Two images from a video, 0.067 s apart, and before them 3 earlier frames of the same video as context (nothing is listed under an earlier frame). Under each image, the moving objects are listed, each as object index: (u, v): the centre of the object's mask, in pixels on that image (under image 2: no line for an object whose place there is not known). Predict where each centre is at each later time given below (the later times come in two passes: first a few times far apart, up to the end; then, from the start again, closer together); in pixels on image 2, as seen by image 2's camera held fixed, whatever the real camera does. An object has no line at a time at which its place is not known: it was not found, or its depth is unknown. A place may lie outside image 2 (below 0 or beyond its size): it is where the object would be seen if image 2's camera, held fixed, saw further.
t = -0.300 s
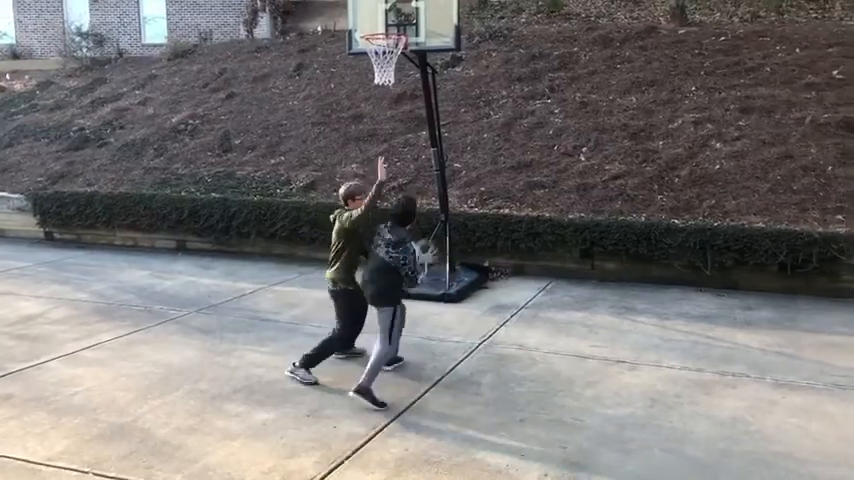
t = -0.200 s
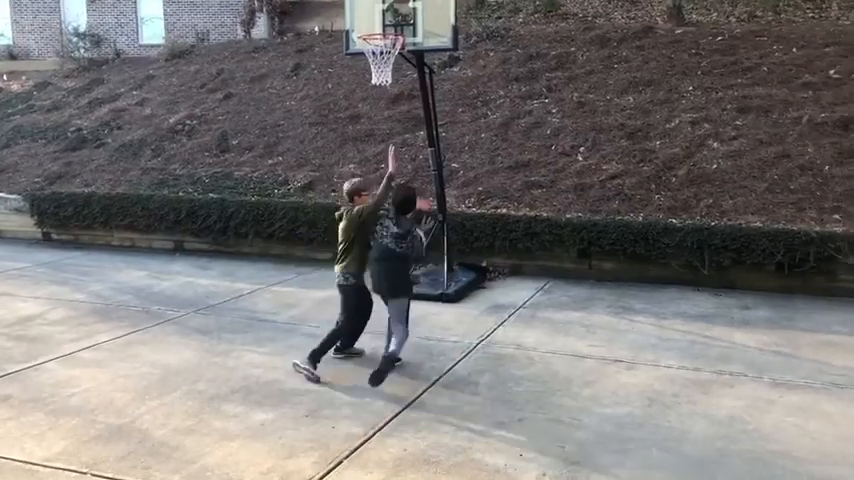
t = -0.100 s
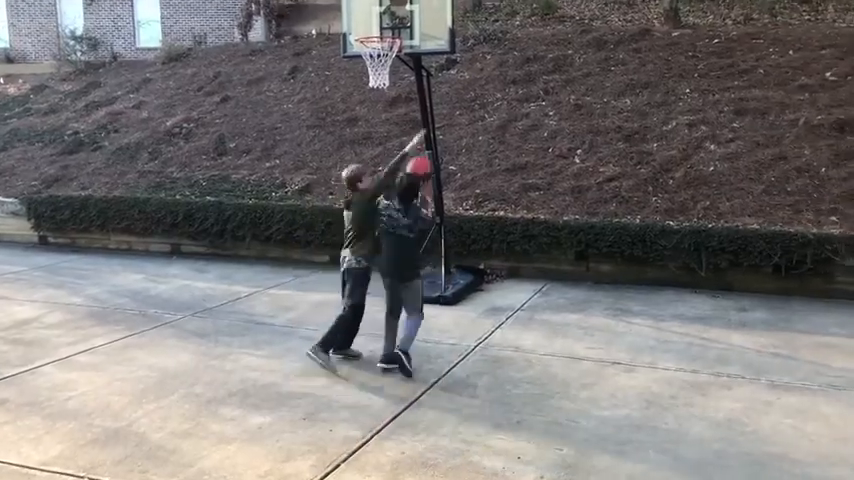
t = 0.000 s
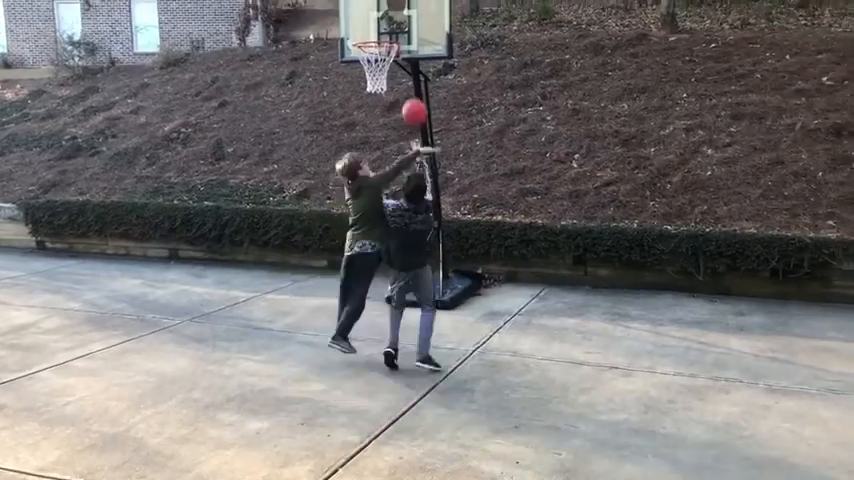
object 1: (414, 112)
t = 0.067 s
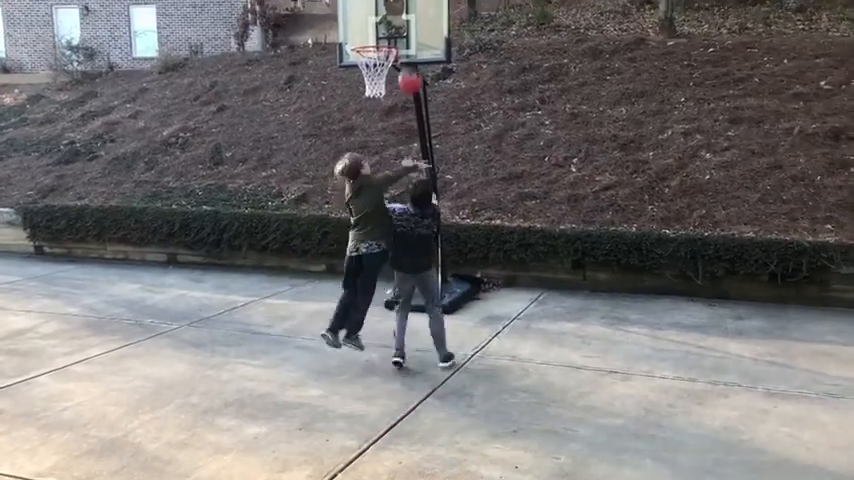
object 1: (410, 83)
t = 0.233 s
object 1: (405, 17)
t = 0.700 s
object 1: (351, 18)
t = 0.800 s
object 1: (334, 49)
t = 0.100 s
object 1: (411, 65)
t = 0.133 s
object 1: (409, 51)
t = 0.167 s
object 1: (407, 37)
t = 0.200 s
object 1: (406, 26)
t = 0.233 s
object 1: (405, 17)
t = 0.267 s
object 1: (403, 8)
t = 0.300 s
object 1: (402, 2)
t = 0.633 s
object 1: (362, 5)
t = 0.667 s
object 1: (356, 11)
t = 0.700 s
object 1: (351, 18)
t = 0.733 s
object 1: (345, 28)
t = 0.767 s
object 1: (339, 37)
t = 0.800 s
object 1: (334, 49)
